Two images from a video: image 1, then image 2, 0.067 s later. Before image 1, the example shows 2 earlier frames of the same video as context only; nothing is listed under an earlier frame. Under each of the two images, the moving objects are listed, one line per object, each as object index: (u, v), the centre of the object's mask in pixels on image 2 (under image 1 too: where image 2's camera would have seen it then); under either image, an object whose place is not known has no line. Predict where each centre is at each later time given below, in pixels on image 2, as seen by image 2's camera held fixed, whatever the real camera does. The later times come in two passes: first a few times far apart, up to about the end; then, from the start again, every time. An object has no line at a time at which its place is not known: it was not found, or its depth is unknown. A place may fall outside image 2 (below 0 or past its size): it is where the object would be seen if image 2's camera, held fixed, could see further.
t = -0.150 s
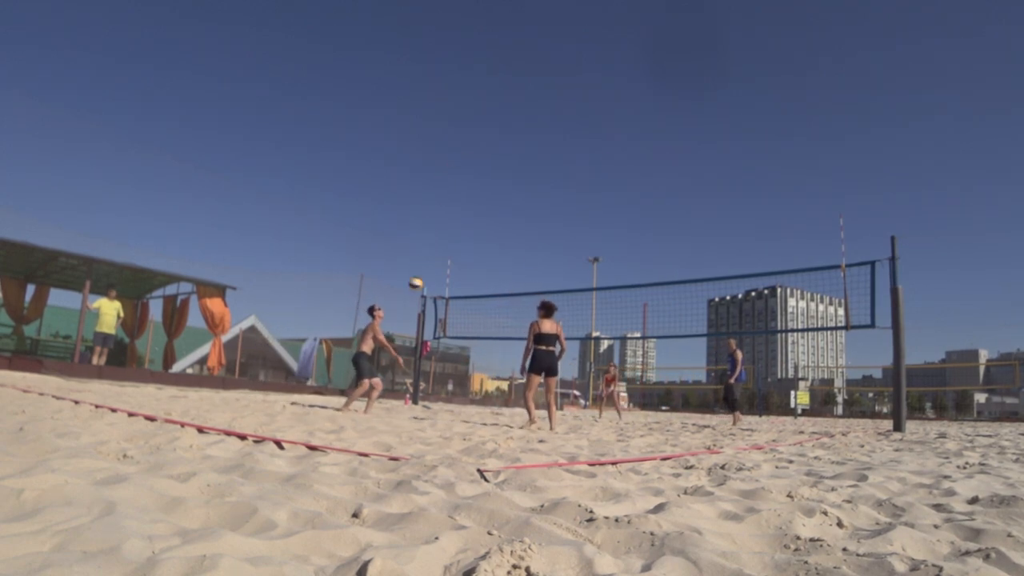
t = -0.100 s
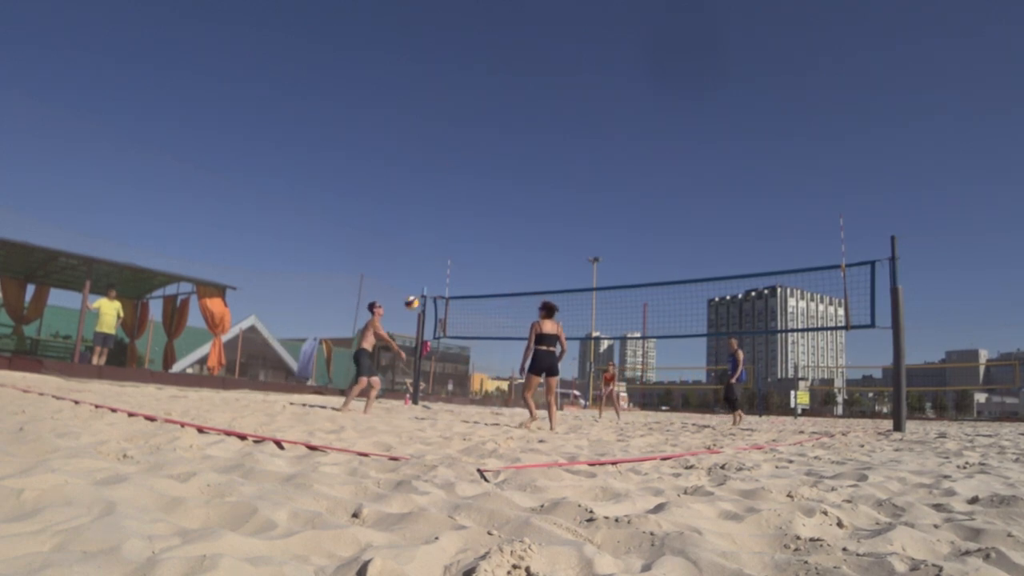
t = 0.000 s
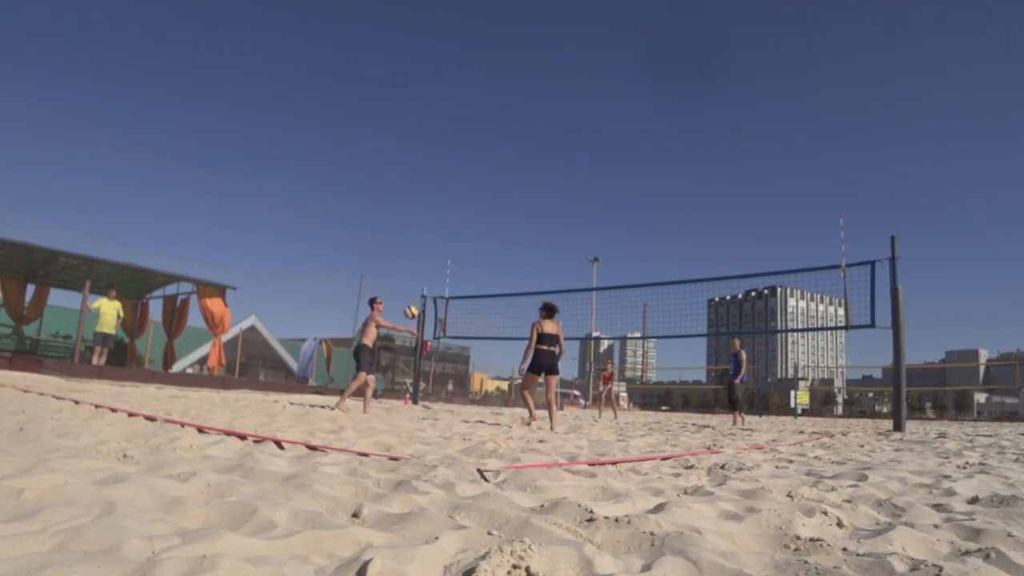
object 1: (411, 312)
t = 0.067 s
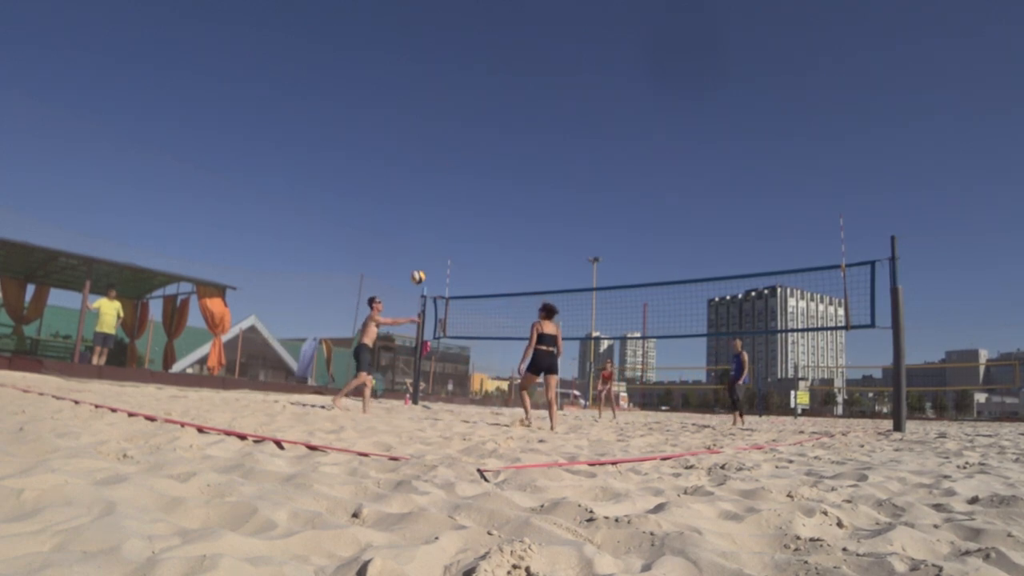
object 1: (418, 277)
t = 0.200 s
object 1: (433, 218)
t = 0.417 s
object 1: (456, 153)
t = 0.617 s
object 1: (474, 121)
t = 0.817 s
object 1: (490, 111)
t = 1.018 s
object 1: (505, 122)
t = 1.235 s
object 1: (520, 157)
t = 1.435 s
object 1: (533, 211)
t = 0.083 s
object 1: (420, 269)
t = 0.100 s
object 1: (422, 261)
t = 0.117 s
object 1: (424, 253)
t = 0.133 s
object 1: (426, 245)
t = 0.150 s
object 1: (427, 238)
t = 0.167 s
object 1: (429, 231)
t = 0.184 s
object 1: (431, 224)
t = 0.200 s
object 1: (433, 218)
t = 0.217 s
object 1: (435, 212)
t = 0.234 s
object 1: (436, 206)
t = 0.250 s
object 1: (438, 200)
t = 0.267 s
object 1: (440, 194)
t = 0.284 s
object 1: (441, 189)
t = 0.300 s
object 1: (443, 183)
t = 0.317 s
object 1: (445, 178)
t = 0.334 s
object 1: (447, 173)
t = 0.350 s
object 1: (448, 169)
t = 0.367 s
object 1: (450, 165)
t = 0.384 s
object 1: (452, 160)
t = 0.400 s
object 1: (454, 156)
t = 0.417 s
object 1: (456, 153)
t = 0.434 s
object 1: (457, 149)
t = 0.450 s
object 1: (459, 146)
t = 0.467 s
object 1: (460, 142)
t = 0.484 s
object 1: (462, 140)
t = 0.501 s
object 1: (463, 137)
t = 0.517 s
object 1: (465, 134)
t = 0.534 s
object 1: (467, 131)
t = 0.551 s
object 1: (468, 128)
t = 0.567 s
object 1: (470, 126)
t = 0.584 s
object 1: (471, 124)
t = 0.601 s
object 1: (473, 122)
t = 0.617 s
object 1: (474, 121)
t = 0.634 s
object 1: (476, 119)
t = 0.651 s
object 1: (477, 118)
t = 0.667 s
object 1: (479, 116)
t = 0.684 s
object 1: (480, 115)
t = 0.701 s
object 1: (481, 114)
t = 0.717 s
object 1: (483, 114)
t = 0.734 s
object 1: (484, 113)
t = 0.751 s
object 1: (485, 112)
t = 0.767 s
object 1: (487, 111)
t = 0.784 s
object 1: (488, 111)
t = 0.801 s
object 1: (489, 111)
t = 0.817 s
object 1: (490, 111)
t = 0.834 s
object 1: (492, 111)
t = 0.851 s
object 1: (493, 111)
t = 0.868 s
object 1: (494, 111)
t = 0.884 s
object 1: (496, 112)
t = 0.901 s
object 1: (497, 113)
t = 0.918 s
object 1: (498, 113)
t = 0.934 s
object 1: (499, 114)
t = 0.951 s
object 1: (501, 115)
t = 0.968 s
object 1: (502, 116)
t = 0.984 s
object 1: (503, 118)
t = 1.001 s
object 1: (504, 120)
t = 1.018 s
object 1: (505, 122)
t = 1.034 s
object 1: (506, 124)
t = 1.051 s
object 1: (508, 126)
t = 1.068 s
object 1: (509, 128)
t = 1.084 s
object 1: (510, 130)
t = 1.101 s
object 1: (511, 132)
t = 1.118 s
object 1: (512, 135)
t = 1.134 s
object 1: (513, 138)
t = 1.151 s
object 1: (514, 141)
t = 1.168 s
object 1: (516, 144)
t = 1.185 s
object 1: (517, 147)
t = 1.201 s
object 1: (518, 150)
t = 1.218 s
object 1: (519, 153)
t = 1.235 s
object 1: (520, 157)
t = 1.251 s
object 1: (521, 160)
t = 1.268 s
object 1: (522, 164)
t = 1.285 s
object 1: (524, 168)
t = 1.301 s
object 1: (525, 172)
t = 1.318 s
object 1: (526, 177)
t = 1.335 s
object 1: (527, 182)
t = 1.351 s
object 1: (528, 186)
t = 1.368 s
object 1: (529, 191)
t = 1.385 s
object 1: (530, 196)
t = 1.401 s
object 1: (531, 201)
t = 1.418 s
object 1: (532, 206)
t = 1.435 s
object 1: (533, 211)
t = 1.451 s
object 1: (534, 217)
